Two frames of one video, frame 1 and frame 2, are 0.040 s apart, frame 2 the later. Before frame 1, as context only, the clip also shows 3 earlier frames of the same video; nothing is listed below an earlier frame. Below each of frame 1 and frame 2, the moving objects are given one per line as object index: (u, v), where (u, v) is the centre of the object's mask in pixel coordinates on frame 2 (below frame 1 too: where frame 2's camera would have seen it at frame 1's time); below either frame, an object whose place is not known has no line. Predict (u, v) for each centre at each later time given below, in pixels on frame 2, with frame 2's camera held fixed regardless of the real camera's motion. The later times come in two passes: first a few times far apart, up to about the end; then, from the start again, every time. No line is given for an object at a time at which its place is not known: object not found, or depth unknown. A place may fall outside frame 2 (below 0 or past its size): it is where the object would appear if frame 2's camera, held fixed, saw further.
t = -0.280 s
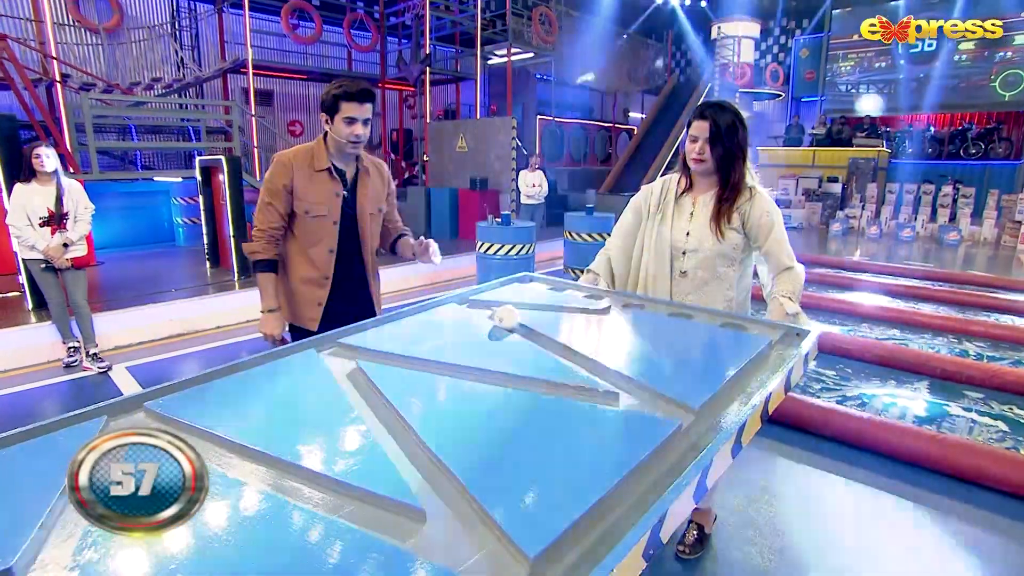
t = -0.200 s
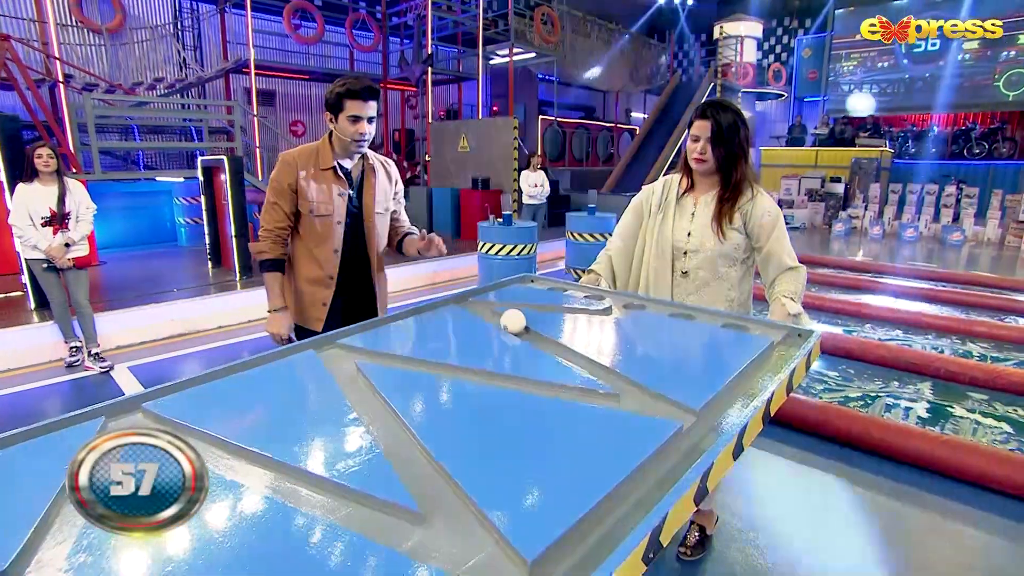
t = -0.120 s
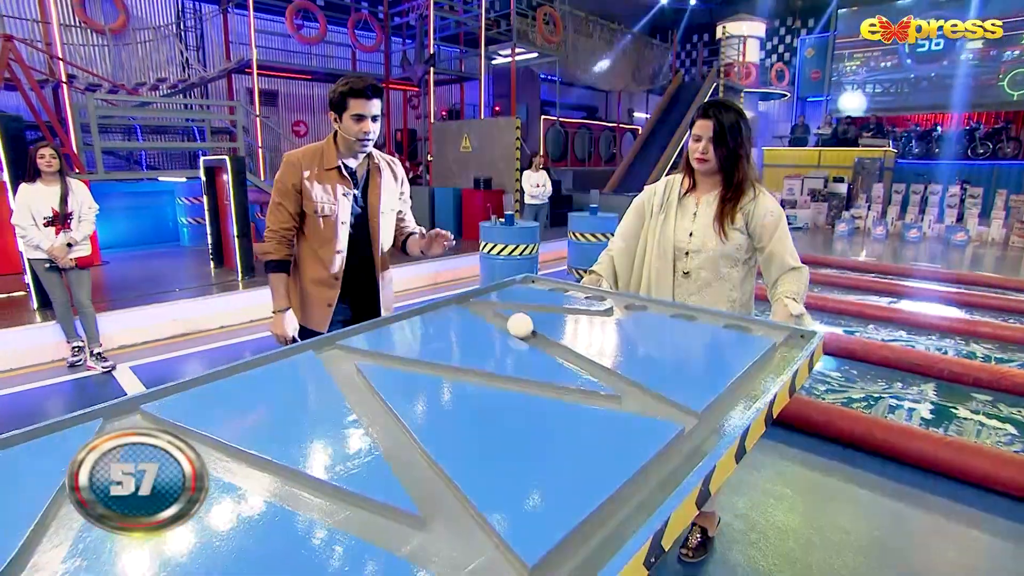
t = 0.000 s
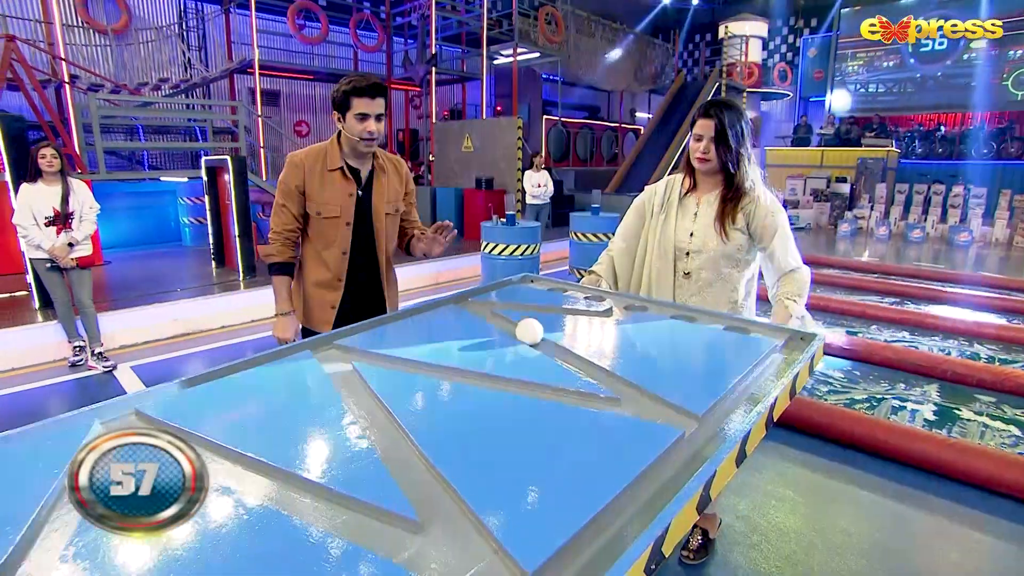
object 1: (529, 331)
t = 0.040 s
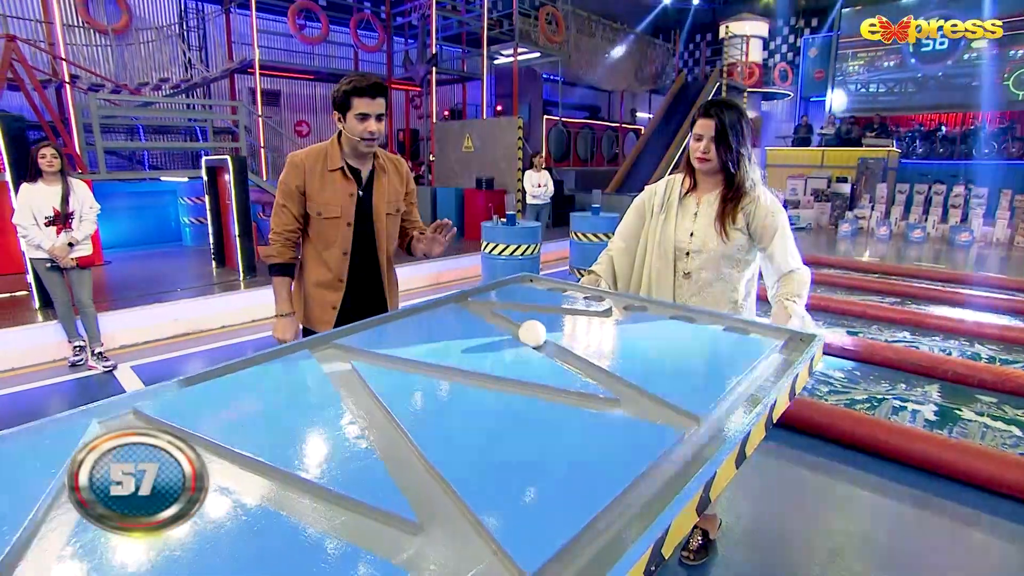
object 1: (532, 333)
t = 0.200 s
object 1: (546, 342)
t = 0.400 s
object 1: (569, 356)
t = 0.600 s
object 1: (596, 371)
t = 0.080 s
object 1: (535, 336)
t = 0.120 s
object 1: (539, 337)
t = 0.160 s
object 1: (543, 340)
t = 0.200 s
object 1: (546, 342)
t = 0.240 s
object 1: (550, 345)
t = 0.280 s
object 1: (555, 348)
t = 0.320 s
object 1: (559, 351)
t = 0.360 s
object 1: (565, 353)
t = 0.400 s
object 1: (569, 356)
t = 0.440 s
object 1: (573, 359)
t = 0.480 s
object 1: (579, 362)
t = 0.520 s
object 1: (584, 365)
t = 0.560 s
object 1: (590, 368)
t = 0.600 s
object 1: (596, 371)
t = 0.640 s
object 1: (602, 375)
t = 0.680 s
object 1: (608, 378)
